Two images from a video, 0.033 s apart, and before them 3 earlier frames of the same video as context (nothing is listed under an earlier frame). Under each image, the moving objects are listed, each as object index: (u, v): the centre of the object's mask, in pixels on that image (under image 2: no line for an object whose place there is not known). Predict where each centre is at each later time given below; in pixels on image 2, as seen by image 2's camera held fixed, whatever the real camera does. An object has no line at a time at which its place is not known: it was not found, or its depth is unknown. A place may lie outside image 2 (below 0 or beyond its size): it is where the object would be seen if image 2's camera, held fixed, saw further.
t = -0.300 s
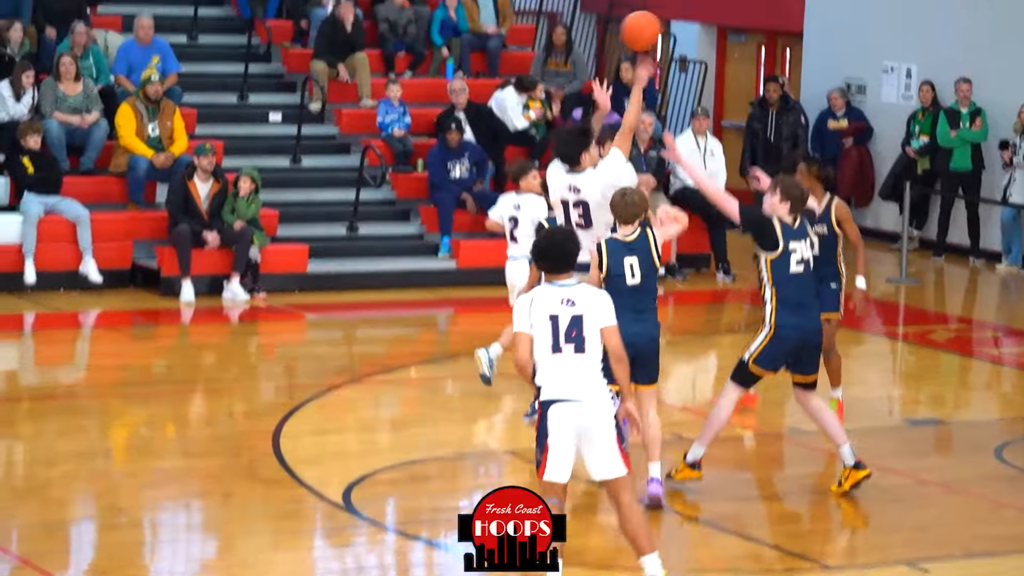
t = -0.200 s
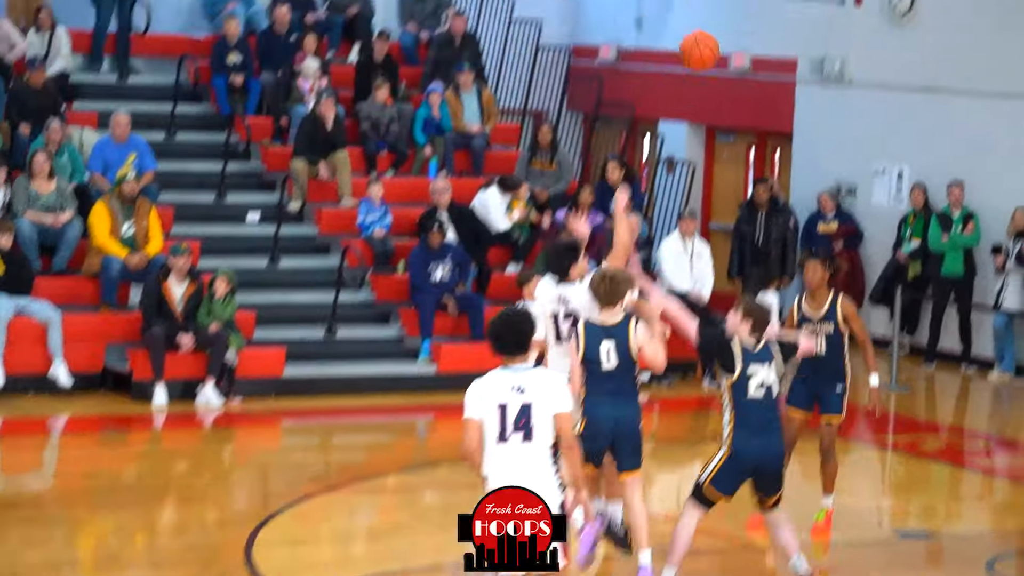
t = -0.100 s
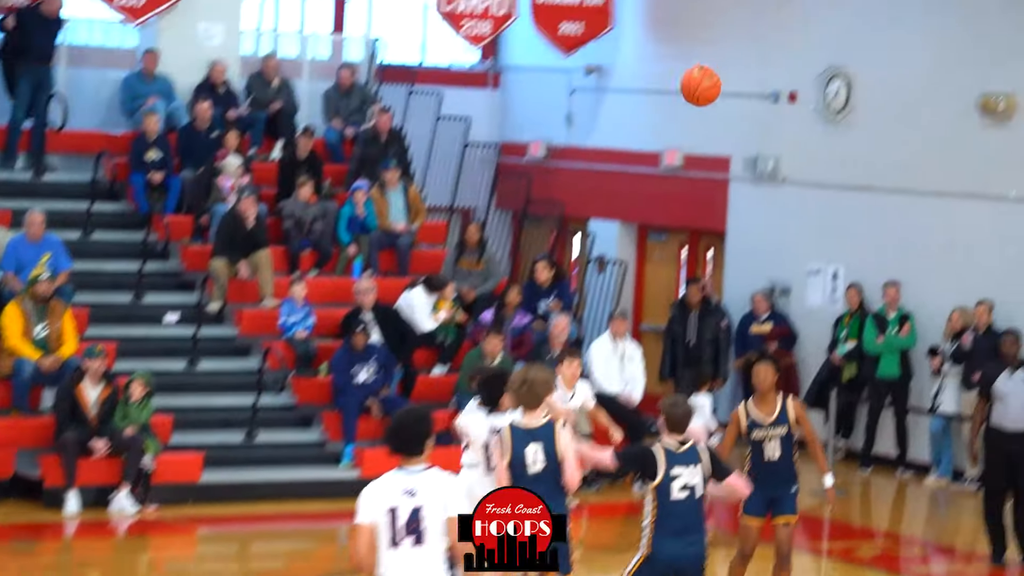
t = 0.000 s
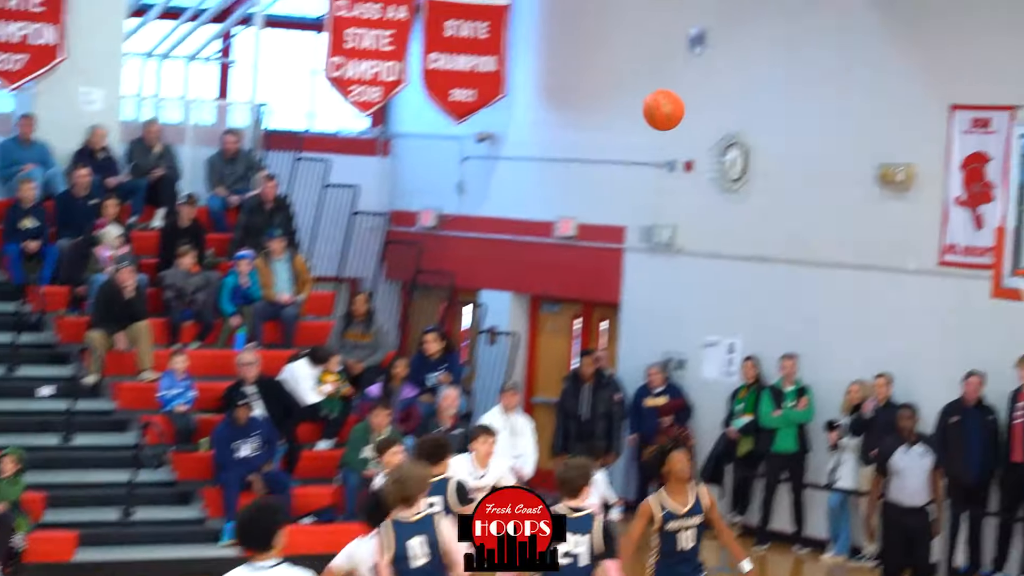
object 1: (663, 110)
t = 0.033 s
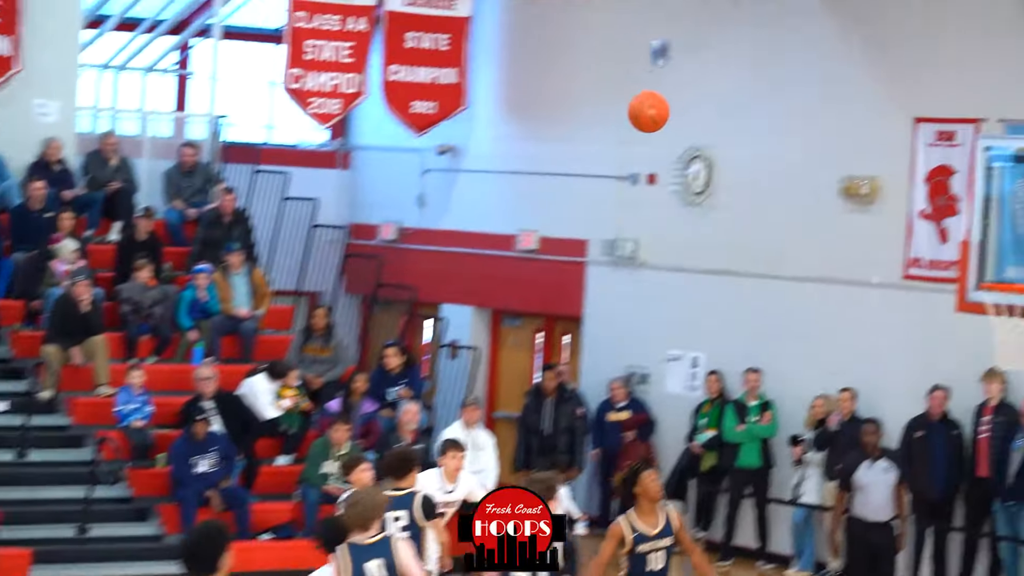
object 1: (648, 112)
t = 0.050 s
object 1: (660, 107)
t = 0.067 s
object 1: (671, 103)
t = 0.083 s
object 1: (682, 99)
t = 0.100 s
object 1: (693, 95)
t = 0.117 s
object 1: (704, 93)
